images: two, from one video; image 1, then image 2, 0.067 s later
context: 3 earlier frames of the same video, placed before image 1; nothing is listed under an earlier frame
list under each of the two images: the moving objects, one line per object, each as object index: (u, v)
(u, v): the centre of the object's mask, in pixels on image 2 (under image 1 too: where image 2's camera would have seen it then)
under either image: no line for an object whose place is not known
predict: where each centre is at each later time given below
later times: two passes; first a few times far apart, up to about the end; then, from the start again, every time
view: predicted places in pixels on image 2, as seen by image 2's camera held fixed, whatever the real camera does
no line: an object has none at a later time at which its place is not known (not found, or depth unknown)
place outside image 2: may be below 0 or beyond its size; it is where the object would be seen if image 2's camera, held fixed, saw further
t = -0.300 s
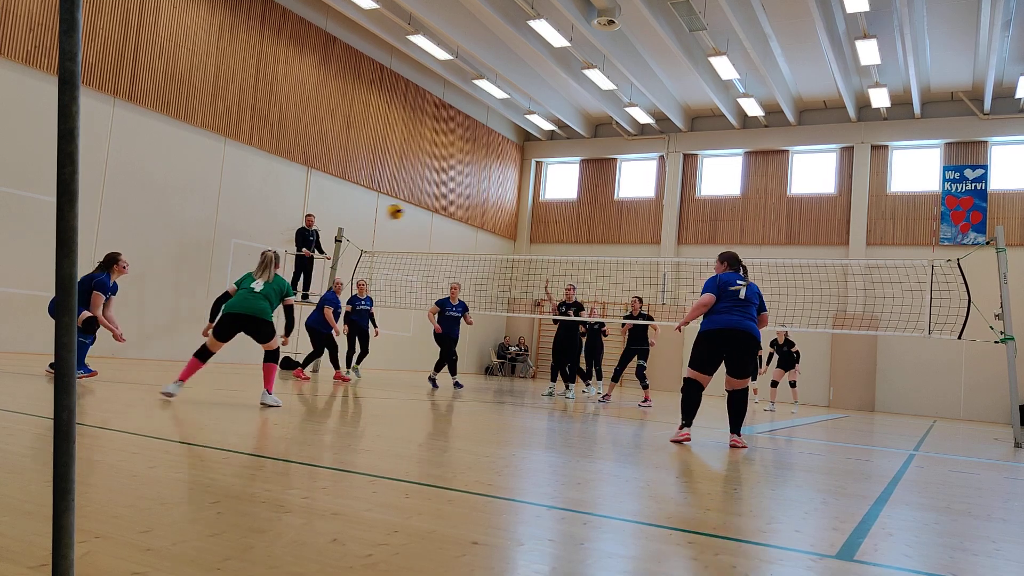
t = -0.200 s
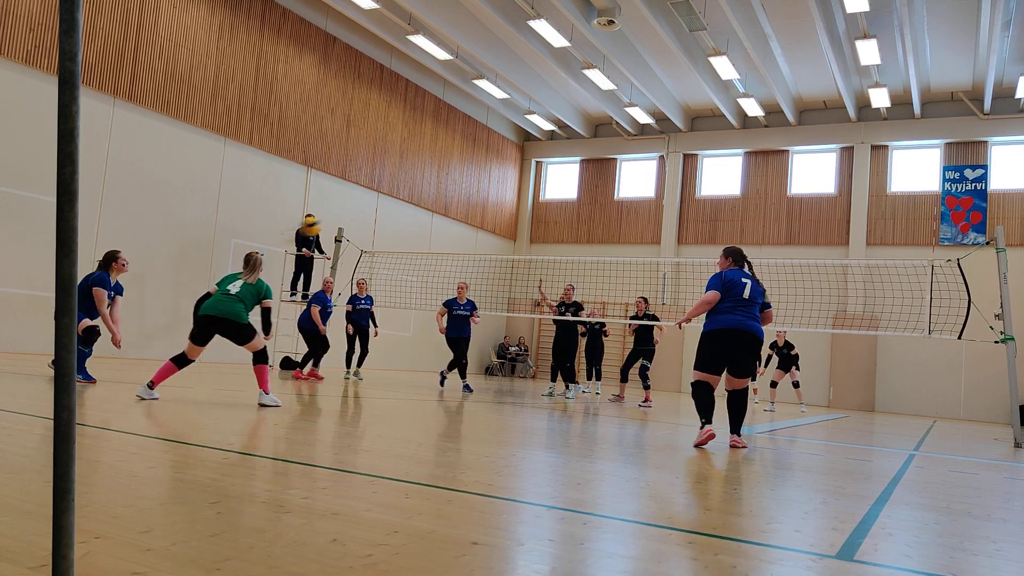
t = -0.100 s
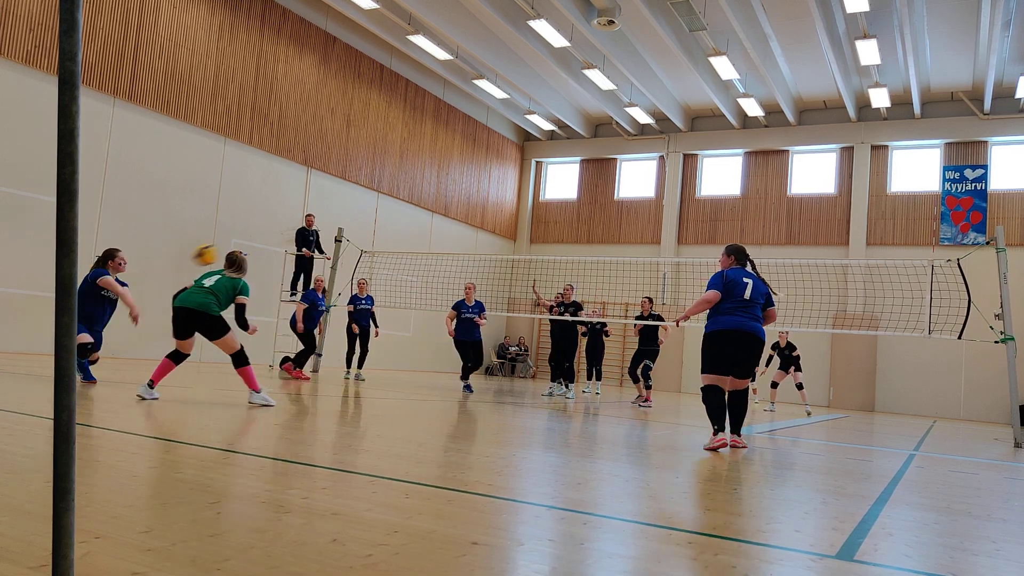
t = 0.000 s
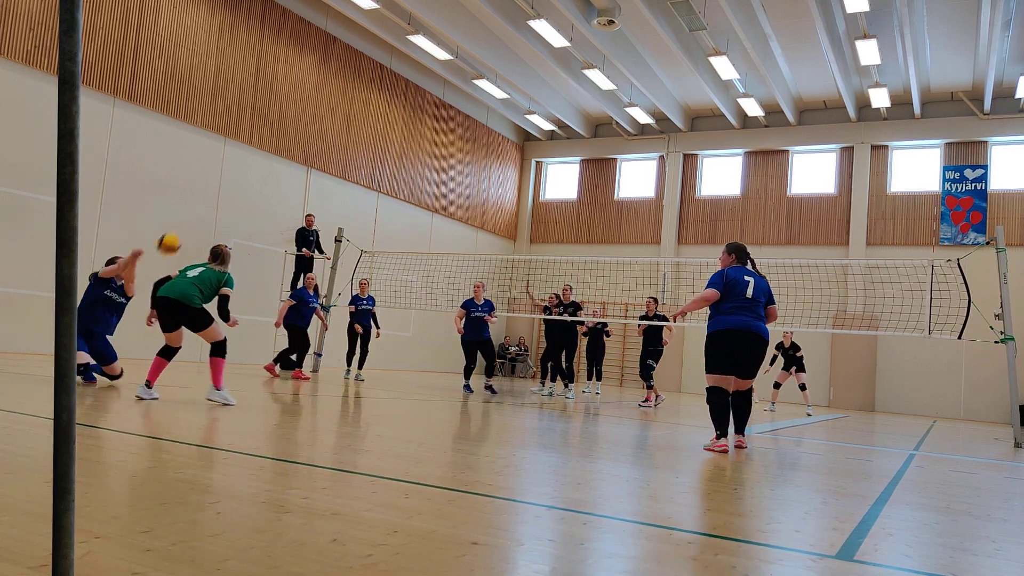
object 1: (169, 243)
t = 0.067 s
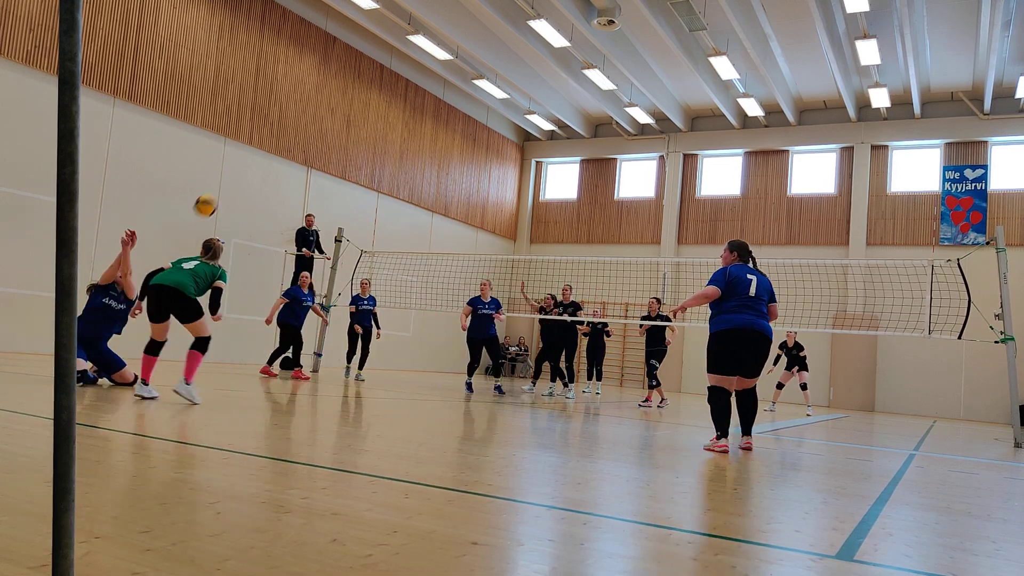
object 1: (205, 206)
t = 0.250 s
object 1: (295, 131)
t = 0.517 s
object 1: (400, 92)
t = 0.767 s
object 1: (478, 111)
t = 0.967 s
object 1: (530, 160)
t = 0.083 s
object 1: (214, 198)
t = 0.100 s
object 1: (223, 189)
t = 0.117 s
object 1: (232, 181)
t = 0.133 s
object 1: (240, 174)
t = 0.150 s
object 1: (248, 167)
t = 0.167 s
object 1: (256, 160)
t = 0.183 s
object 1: (265, 153)
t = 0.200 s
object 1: (273, 147)
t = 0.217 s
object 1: (280, 142)
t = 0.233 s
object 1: (288, 136)
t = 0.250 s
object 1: (295, 131)
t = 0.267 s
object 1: (302, 127)
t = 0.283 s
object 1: (309, 122)
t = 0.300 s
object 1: (317, 118)
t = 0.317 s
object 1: (323, 115)
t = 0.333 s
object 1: (331, 111)
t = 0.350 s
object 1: (337, 108)
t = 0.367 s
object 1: (343, 105)
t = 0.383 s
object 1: (350, 103)
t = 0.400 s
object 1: (357, 101)
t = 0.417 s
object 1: (363, 98)
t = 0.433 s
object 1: (370, 96)
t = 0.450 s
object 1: (376, 95)
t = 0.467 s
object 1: (382, 93)
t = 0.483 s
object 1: (388, 93)
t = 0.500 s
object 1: (394, 92)
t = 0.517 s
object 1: (400, 92)
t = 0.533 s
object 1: (406, 91)
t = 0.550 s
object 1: (412, 91)
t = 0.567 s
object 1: (417, 91)
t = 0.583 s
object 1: (422, 92)
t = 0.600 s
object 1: (428, 92)
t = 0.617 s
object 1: (433, 93)
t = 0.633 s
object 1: (438, 94)
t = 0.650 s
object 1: (443, 95)
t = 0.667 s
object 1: (449, 97)
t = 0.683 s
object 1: (454, 99)
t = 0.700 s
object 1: (459, 101)
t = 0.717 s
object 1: (464, 103)
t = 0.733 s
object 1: (468, 106)
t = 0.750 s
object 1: (473, 108)
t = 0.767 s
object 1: (478, 111)
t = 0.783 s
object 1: (482, 114)
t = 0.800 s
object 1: (487, 117)
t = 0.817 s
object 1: (491, 121)
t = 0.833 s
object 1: (495, 124)
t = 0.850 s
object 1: (500, 128)
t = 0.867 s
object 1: (504, 133)
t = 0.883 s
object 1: (509, 137)
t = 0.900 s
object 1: (513, 141)
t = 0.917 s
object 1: (517, 145)
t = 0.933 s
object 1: (522, 150)
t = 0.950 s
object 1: (526, 155)
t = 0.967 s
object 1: (530, 160)
